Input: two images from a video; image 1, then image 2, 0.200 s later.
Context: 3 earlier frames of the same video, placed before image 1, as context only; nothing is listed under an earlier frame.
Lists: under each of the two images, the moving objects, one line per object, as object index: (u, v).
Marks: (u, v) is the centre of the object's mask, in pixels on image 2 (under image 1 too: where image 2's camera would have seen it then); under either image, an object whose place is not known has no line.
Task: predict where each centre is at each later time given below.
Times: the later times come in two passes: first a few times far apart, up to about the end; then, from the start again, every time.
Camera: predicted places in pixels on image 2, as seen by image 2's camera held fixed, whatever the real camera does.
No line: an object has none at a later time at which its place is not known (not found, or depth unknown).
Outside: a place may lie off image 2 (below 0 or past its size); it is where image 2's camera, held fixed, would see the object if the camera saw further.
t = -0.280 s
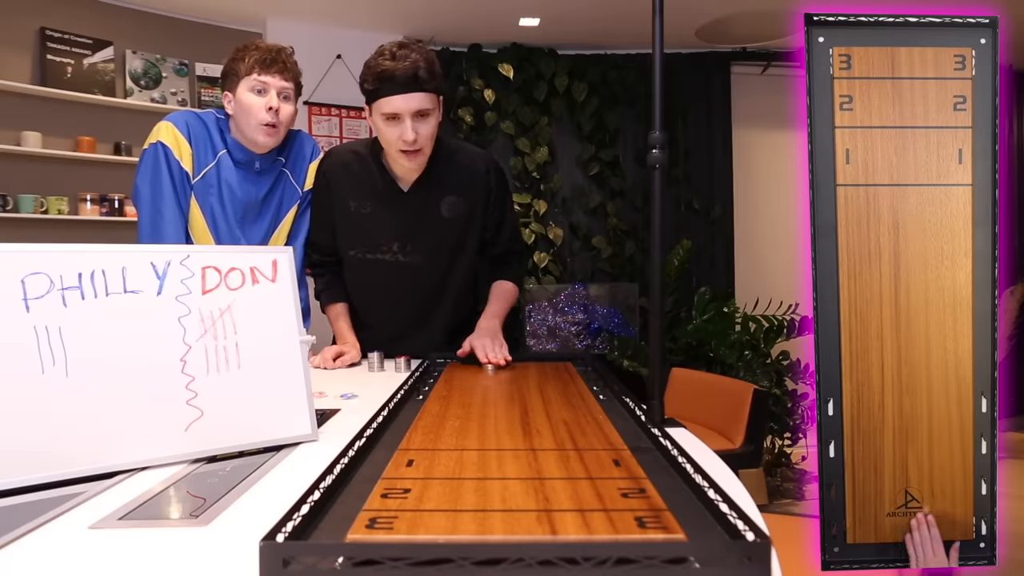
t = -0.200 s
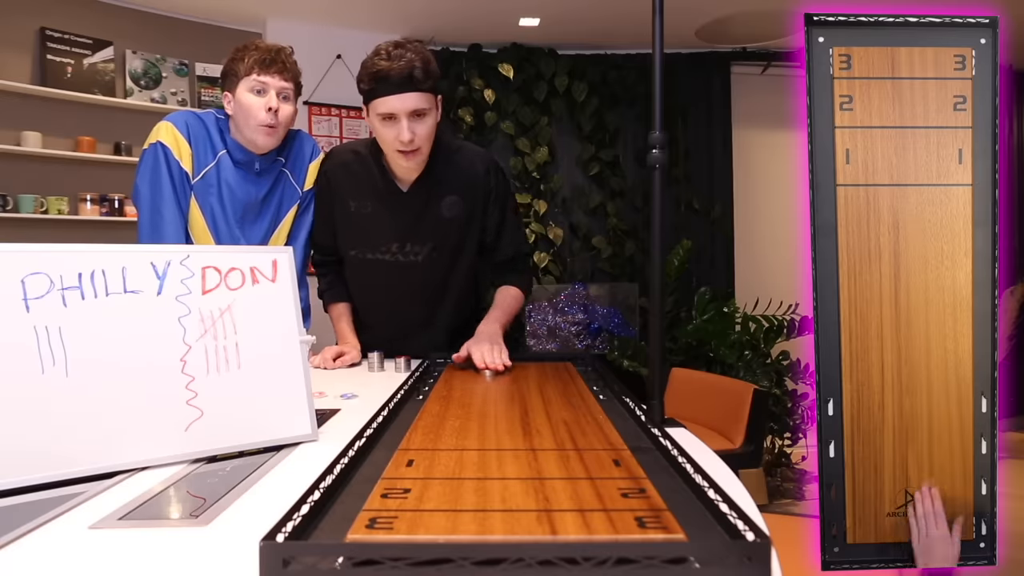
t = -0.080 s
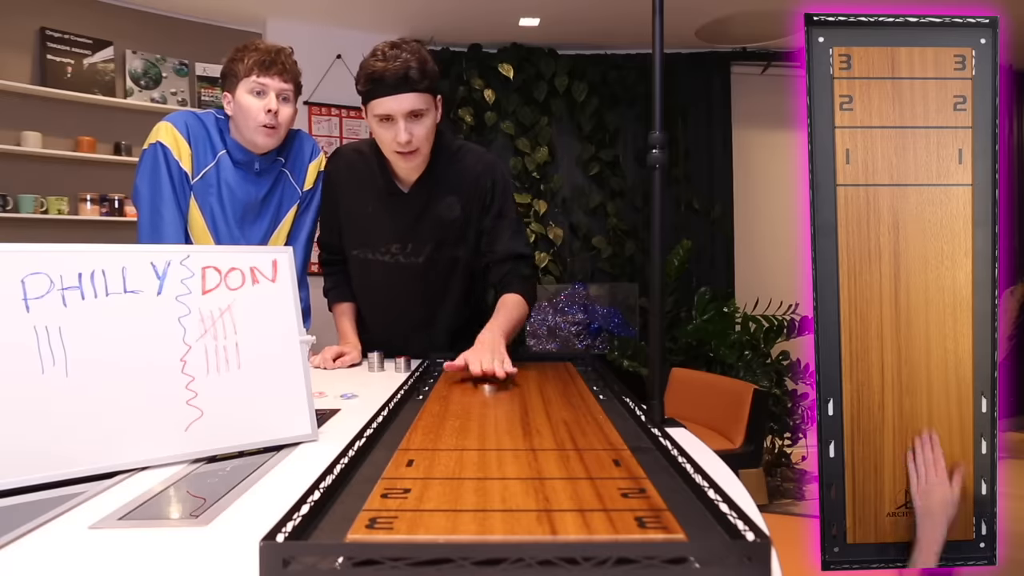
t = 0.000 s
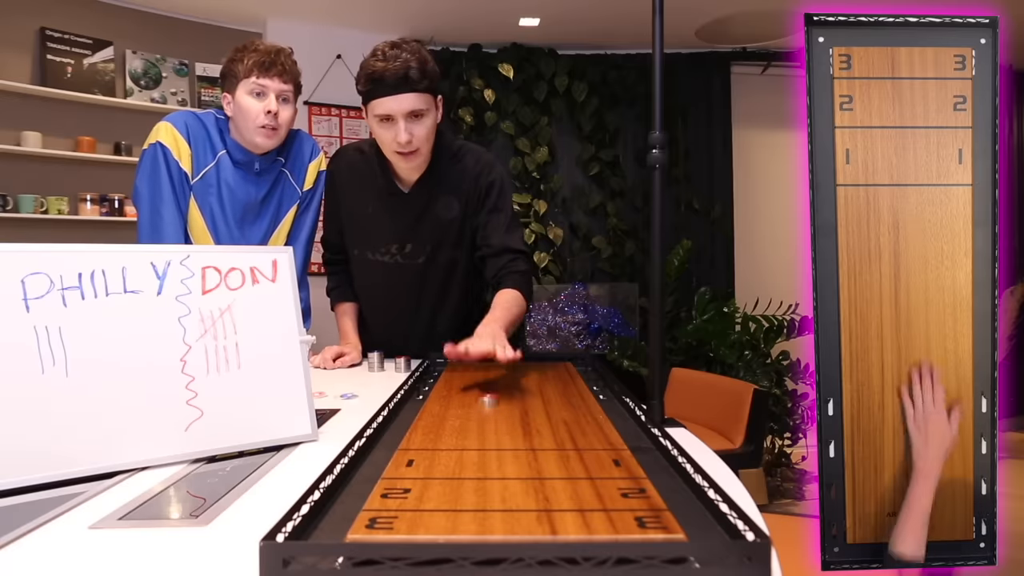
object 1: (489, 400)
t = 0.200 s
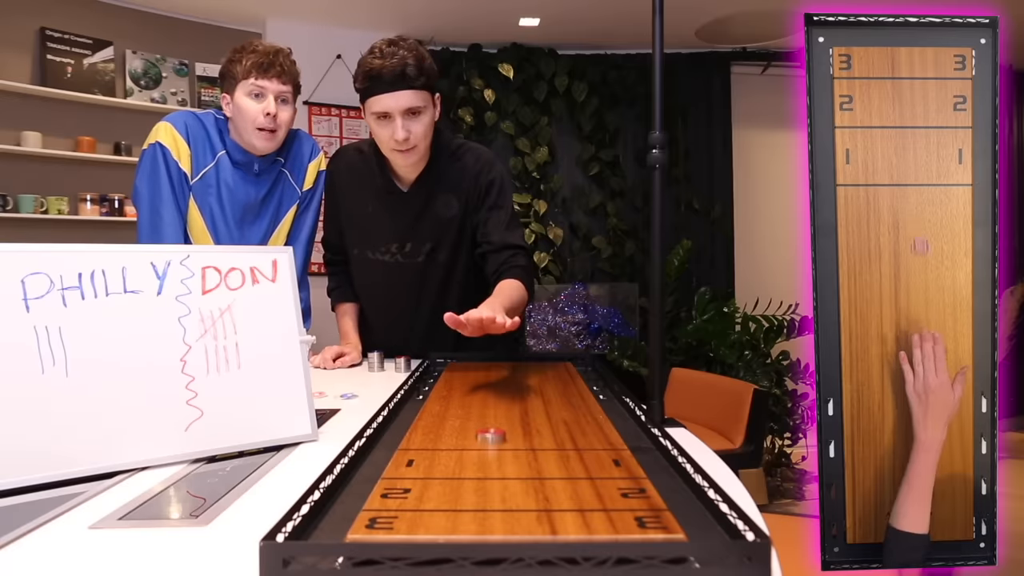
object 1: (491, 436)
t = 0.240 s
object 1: (492, 444)
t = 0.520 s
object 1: (510, 499)
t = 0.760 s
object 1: (524, 524)
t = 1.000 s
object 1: (525, 525)
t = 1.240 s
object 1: (525, 525)
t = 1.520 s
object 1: (525, 525)
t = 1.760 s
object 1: (525, 525)
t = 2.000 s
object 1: (525, 525)
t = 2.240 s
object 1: (525, 525)
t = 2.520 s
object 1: (525, 525)
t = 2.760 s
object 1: (525, 525)
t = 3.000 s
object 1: (525, 525)
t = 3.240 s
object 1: (525, 525)
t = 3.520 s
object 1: (525, 525)
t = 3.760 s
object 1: (525, 525)
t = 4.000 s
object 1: (525, 525)
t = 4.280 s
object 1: (525, 525)
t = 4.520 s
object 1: (525, 525)
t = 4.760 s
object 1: (525, 525)
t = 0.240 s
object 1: (492, 444)
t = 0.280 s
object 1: (495, 452)
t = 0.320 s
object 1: (496, 460)
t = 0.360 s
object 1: (498, 468)
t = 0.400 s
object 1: (500, 476)
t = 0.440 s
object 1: (504, 484)
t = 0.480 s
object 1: (507, 491)
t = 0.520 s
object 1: (510, 499)
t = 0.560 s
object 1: (512, 504)
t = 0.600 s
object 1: (514, 510)
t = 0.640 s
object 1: (517, 515)
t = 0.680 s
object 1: (521, 518)
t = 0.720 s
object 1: (523, 522)
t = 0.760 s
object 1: (524, 524)
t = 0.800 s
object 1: (525, 525)
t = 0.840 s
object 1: (525, 525)
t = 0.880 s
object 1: (525, 525)
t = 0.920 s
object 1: (525, 525)
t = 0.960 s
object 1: (525, 525)
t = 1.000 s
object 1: (525, 525)
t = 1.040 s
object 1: (525, 525)
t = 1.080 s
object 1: (525, 525)
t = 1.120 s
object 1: (525, 525)
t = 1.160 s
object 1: (525, 525)
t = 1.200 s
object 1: (525, 525)
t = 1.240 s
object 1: (525, 525)
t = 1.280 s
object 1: (525, 525)
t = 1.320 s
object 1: (525, 525)
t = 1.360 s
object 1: (525, 525)
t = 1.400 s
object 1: (525, 525)
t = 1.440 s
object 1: (525, 525)
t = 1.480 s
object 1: (525, 525)
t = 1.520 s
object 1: (525, 525)
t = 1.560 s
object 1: (525, 525)
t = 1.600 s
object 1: (525, 525)
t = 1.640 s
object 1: (525, 525)
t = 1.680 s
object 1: (525, 525)
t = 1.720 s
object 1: (525, 525)
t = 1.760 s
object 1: (525, 525)
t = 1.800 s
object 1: (525, 525)
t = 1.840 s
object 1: (525, 525)
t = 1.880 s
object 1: (525, 525)
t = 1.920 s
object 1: (525, 525)
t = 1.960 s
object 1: (525, 525)
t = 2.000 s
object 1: (525, 525)
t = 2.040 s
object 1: (525, 525)
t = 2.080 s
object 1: (525, 525)
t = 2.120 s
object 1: (525, 525)
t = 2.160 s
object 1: (525, 525)
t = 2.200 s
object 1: (525, 525)
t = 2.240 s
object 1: (525, 525)
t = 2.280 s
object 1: (525, 525)
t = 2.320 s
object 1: (525, 525)
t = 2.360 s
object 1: (525, 525)
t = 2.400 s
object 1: (525, 525)
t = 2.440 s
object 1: (525, 525)
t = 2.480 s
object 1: (525, 525)
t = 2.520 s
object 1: (525, 525)
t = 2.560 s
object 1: (525, 525)
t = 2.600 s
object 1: (525, 525)
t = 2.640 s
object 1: (525, 525)
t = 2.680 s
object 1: (525, 525)
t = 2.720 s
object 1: (525, 525)
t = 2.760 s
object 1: (525, 525)
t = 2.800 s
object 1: (525, 525)
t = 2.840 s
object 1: (525, 525)
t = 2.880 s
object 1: (525, 525)
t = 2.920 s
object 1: (525, 525)
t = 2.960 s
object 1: (525, 525)
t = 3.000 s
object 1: (525, 525)
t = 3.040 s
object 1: (525, 525)
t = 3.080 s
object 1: (525, 525)
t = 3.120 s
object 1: (525, 525)
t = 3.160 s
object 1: (525, 525)
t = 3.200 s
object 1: (525, 525)
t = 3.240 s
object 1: (525, 525)
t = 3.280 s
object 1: (525, 525)
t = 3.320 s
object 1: (525, 525)
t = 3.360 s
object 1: (525, 525)
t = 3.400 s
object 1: (525, 525)
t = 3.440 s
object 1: (525, 525)
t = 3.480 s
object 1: (525, 525)
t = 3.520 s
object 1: (525, 525)
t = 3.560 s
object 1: (525, 525)
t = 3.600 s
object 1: (525, 525)
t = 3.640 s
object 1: (525, 525)
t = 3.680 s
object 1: (525, 525)
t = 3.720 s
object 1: (525, 525)
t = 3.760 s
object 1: (525, 525)
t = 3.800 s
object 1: (525, 525)
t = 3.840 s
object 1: (525, 525)
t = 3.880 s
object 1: (525, 525)
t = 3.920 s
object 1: (525, 525)
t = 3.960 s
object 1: (525, 525)
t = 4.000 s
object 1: (525, 525)
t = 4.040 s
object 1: (525, 525)
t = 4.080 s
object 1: (525, 525)
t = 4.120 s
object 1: (525, 525)
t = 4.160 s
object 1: (525, 525)
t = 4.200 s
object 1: (525, 525)
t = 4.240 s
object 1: (525, 525)
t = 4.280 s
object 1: (525, 525)
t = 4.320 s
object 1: (525, 525)
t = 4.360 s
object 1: (525, 525)
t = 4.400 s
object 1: (525, 525)
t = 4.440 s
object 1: (525, 525)
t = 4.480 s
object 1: (525, 525)
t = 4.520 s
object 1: (525, 525)
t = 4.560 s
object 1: (525, 525)
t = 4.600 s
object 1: (525, 525)
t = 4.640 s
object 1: (525, 525)
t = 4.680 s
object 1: (525, 525)
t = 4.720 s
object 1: (525, 525)
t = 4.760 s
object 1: (525, 525)
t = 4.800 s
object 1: (525, 525)
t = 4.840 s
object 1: (525, 525)
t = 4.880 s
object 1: (525, 525)
